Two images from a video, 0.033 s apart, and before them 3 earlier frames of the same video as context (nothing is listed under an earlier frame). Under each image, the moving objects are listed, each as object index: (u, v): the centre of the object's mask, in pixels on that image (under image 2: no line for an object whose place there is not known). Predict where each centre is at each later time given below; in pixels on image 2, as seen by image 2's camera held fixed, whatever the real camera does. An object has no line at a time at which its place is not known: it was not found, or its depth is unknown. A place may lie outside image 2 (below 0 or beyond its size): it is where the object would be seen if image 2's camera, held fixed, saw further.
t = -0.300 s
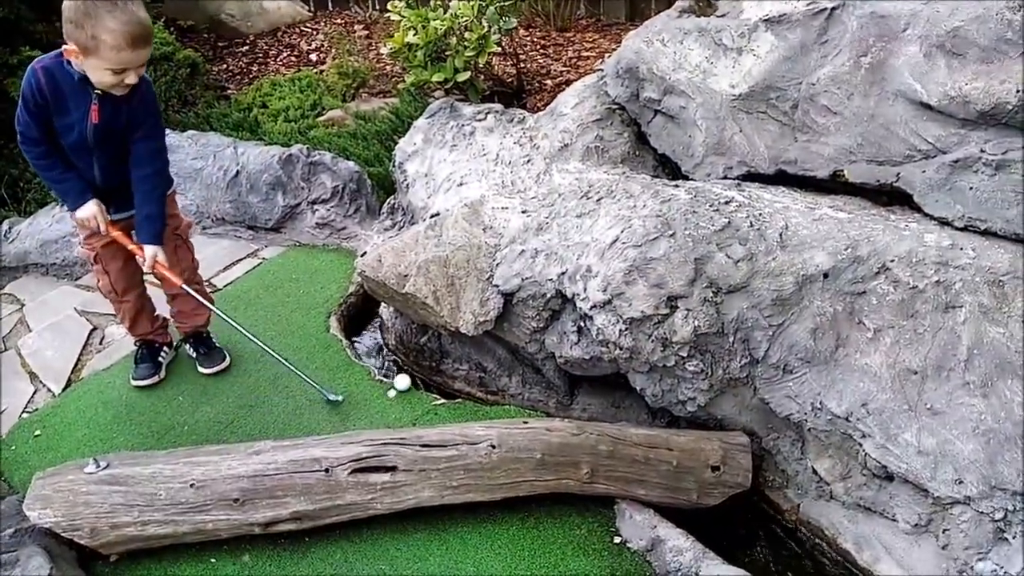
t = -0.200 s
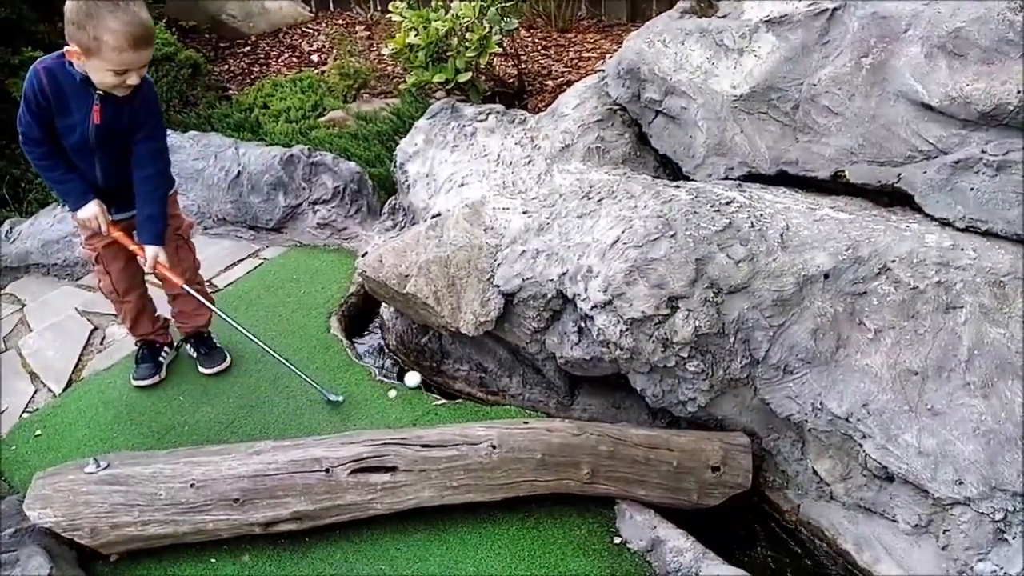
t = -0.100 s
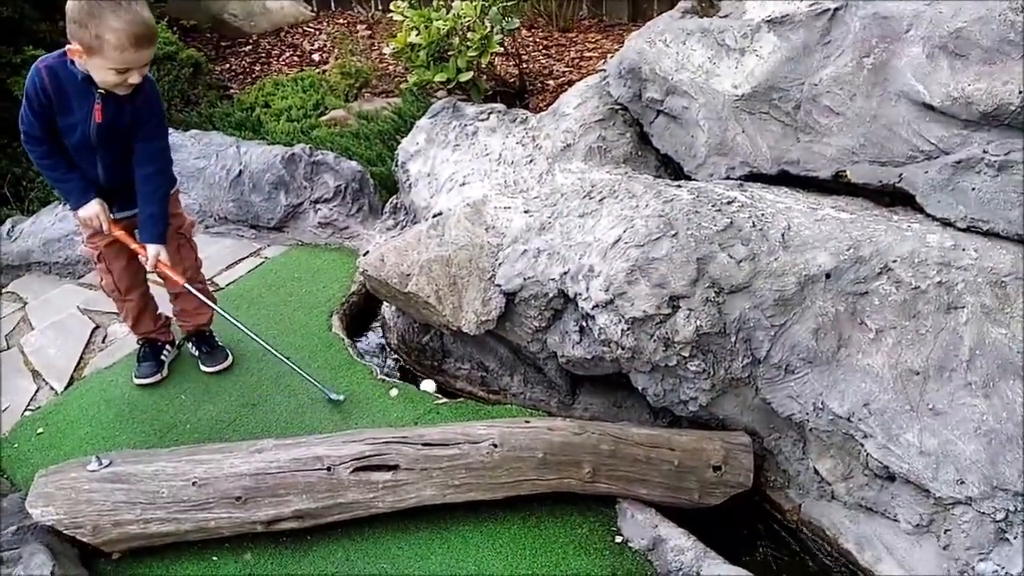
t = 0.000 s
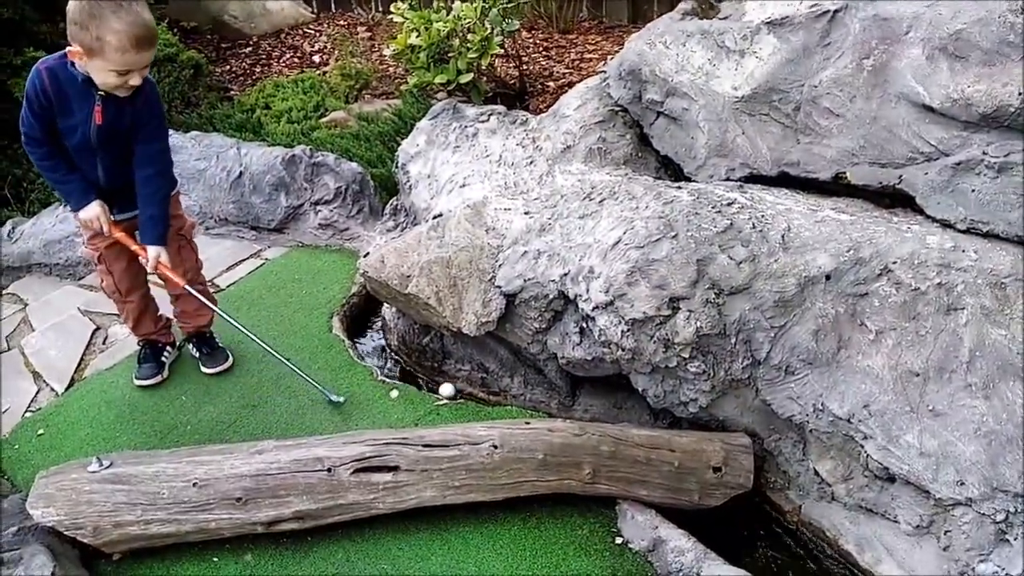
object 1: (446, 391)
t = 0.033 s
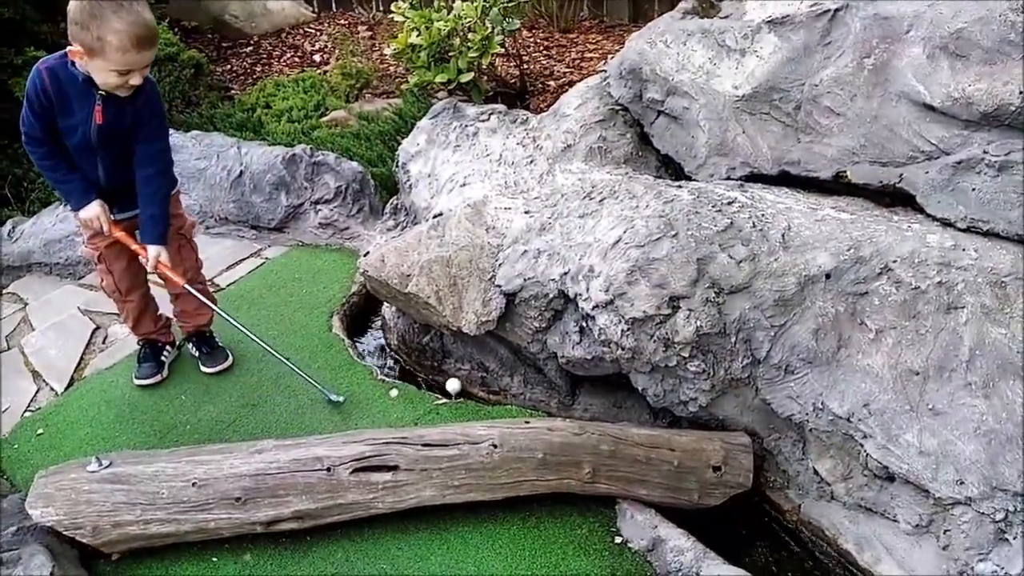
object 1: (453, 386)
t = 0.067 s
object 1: (457, 386)
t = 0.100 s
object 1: (456, 390)
